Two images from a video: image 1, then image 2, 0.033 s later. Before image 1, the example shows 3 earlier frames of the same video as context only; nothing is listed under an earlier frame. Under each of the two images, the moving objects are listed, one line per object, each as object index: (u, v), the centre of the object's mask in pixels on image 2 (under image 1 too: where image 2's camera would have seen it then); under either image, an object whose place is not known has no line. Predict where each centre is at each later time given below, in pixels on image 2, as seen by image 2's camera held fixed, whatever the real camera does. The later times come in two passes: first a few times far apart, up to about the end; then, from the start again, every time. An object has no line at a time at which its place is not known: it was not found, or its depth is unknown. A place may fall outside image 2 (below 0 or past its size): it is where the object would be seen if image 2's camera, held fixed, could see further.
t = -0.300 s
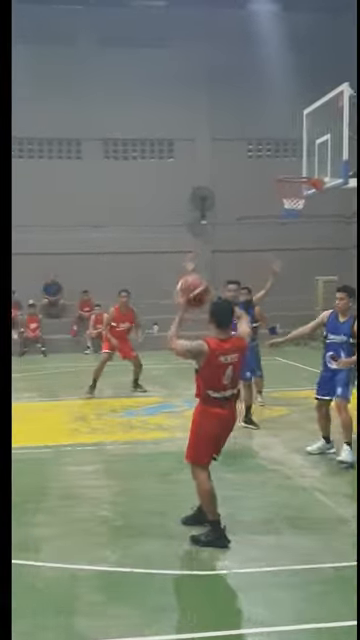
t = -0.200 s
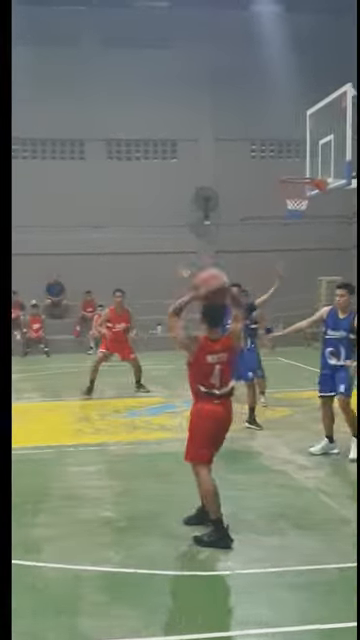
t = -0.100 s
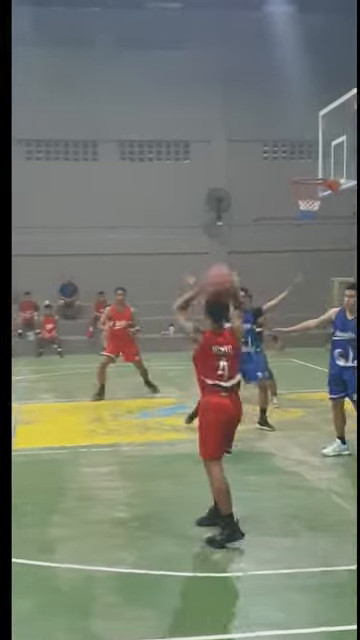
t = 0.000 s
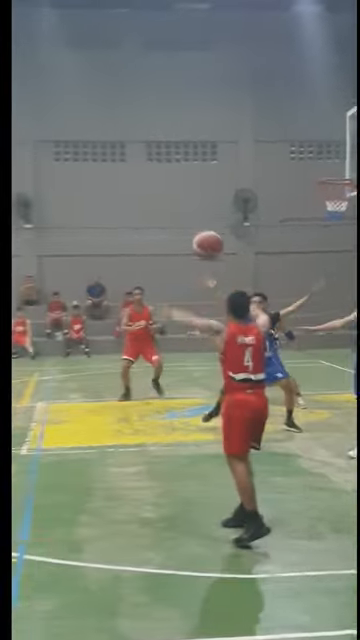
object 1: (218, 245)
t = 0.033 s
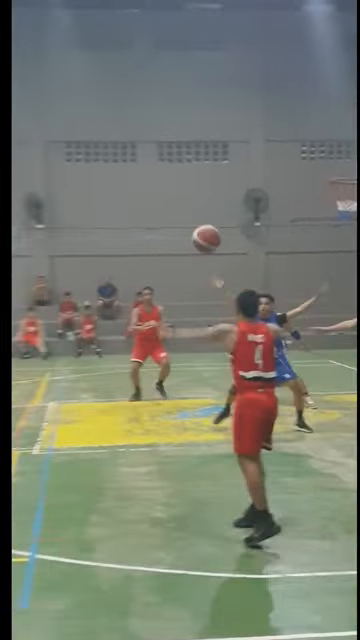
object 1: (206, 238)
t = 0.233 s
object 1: (150, 231)
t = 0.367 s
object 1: (127, 244)
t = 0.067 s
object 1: (195, 234)
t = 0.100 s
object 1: (184, 231)
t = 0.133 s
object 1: (173, 229)
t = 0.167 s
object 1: (165, 229)
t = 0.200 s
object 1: (156, 229)
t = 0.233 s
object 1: (150, 231)
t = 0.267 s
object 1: (144, 234)
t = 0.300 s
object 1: (138, 236)
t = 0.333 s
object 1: (132, 240)
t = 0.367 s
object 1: (127, 244)
